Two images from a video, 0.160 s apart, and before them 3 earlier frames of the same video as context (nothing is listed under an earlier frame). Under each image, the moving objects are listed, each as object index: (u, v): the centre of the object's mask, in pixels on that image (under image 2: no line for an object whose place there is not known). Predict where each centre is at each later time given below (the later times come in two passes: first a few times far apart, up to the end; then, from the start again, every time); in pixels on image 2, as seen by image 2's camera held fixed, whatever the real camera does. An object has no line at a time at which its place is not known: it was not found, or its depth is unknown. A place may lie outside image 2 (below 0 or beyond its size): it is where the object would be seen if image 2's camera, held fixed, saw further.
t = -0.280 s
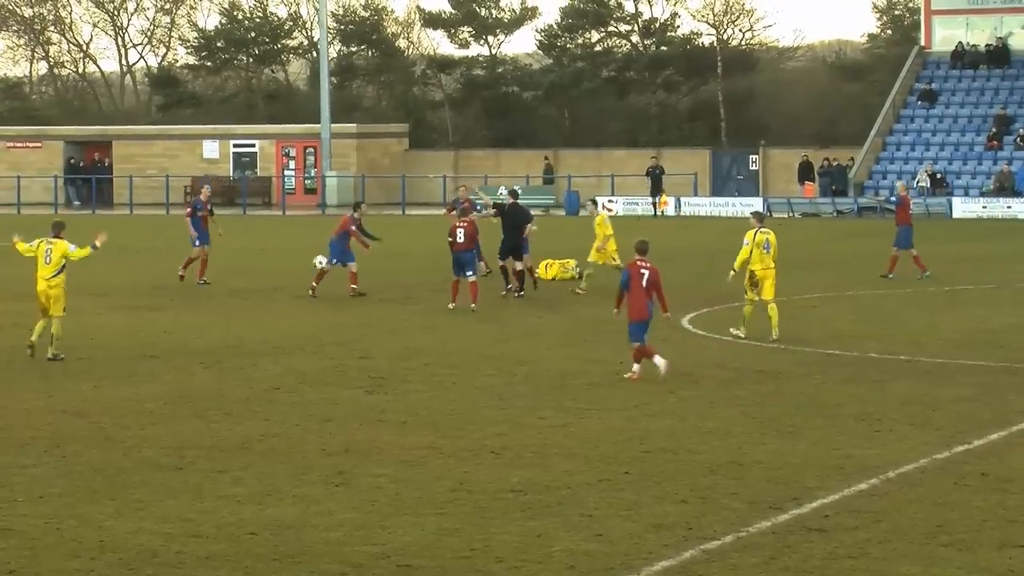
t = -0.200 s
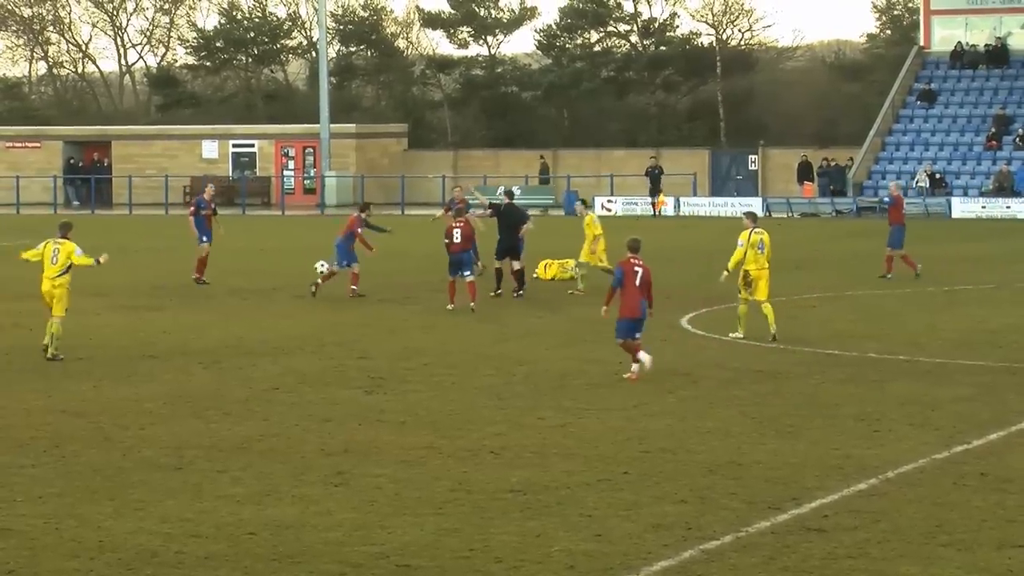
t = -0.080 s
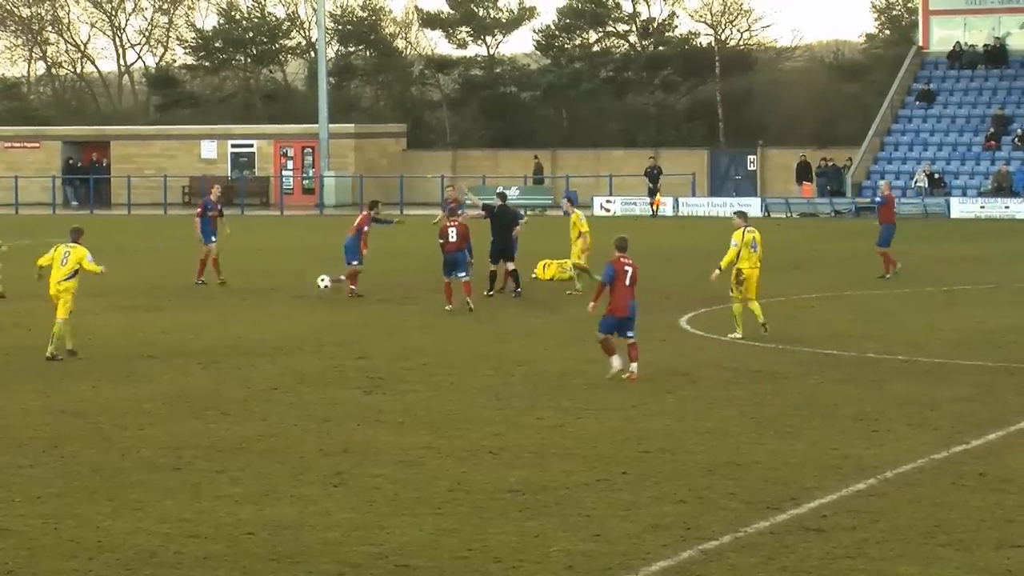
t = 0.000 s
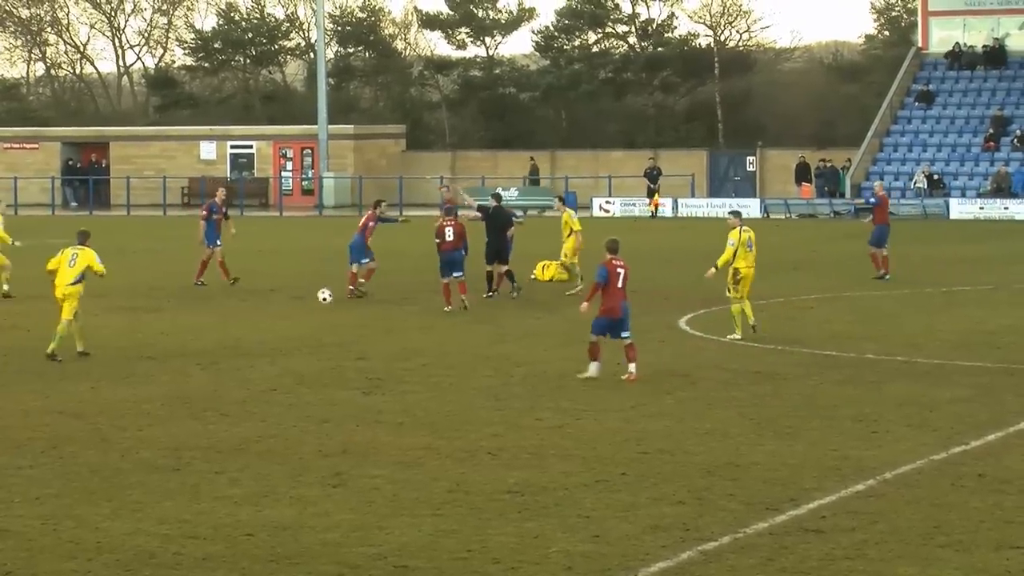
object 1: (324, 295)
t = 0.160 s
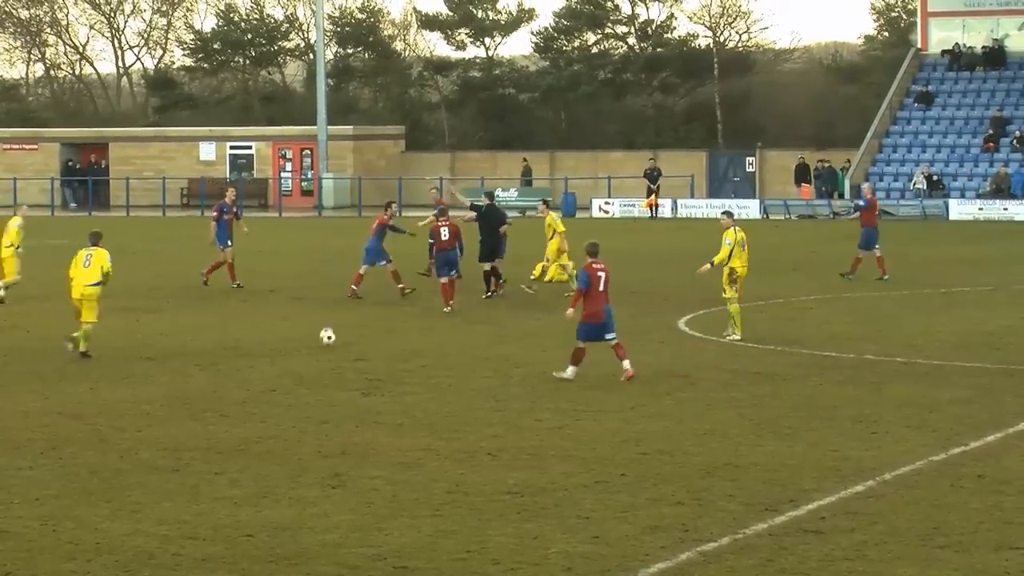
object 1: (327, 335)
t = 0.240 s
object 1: (328, 335)
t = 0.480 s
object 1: (331, 333)
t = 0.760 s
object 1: (333, 365)
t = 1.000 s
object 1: (335, 377)
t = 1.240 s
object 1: (333, 393)
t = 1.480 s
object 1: (325, 402)
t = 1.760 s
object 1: (317, 413)
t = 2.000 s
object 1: (308, 424)
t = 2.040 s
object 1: (306, 426)
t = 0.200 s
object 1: (328, 340)
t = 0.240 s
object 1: (328, 335)
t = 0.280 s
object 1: (328, 333)
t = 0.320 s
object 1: (328, 331)
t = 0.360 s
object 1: (329, 329)
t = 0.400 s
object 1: (329, 329)
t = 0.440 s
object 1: (330, 331)
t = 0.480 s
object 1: (331, 333)
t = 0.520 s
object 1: (331, 336)
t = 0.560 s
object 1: (331, 341)
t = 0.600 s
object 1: (331, 348)
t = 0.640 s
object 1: (332, 356)
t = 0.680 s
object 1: (333, 365)
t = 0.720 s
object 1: (333, 367)
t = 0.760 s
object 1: (333, 365)
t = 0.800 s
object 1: (334, 363)
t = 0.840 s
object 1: (334, 363)
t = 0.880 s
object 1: (334, 365)
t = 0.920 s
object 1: (334, 368)
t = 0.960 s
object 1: (335, 371)
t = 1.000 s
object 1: (335, 377)
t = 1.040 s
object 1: (336, 384)
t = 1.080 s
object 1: (336, 385)
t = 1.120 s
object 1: (335, 385)
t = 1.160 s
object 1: (334, 386)
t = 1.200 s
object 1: (333, 389)
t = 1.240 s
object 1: (333, 393)
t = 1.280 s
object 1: (332, 395)
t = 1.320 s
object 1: (331, 395)
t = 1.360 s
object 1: (329, 396)
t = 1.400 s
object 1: (327, 399)
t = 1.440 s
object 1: (326, 402)
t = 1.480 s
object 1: (325, 402)
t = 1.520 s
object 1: (324, 403)
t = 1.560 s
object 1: (322, 406)
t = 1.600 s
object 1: (321, 409)
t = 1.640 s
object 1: (320, 408)
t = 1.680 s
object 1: (319, 408)
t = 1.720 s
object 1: (318, 409)
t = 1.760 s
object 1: (317, 413)
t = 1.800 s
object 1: (316, 417)
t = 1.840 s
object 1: (314, 417)
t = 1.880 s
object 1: (313, 418)
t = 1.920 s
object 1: (311, 421)
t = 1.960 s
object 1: (310, 423)
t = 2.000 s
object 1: (308, 424)
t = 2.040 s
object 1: (306, 426)
